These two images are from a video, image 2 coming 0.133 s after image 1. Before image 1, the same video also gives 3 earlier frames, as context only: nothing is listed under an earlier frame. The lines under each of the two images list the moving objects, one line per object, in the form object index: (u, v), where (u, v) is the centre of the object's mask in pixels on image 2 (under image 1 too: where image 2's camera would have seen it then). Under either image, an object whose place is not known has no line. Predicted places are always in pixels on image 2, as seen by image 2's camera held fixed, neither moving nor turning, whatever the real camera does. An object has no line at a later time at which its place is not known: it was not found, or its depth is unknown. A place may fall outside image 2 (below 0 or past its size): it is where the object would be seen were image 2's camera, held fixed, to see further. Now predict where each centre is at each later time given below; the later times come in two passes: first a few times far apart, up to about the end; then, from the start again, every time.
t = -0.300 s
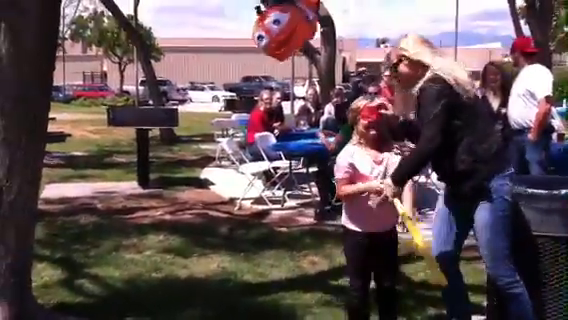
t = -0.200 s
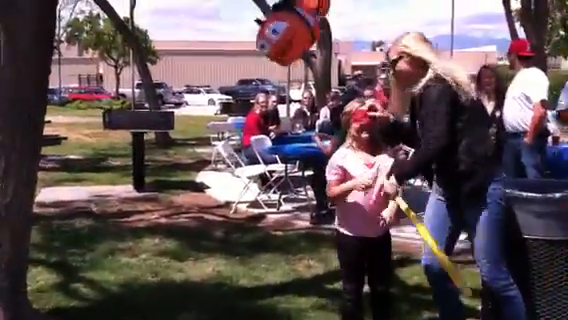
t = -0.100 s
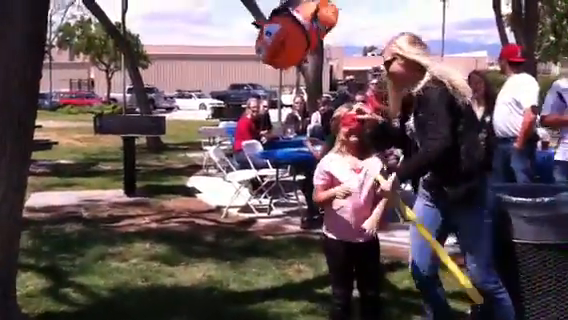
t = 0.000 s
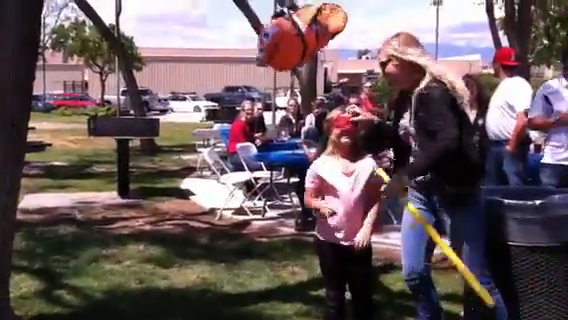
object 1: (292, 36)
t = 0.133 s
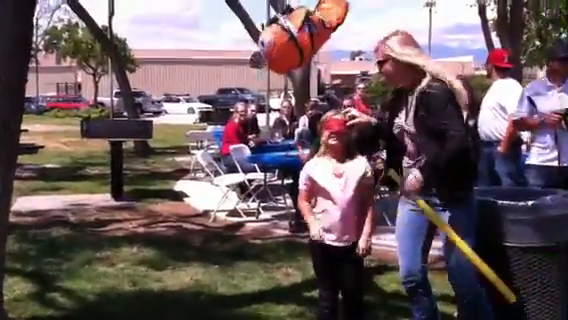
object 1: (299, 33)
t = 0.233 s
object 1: (305, 34)
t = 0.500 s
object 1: (311, 34)
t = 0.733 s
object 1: (309, 36)
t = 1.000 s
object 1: (294, 40)
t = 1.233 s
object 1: (274, 41)
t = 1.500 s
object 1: (254, 41)
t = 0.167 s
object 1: (301, 33)
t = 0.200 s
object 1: (303, 33)
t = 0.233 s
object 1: (305, 34)
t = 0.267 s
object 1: (308, 34)
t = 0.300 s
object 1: (311, 35)
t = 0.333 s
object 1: (311, 35)
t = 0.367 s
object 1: (311, 34)
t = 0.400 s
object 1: (312, 33)
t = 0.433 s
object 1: (312, 33)
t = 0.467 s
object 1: (311, 34)
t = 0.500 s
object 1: (311, 34)
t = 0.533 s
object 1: (311, 34)
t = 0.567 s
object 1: (310, 34)
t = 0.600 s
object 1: (311, 35)
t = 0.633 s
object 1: (312, 35)
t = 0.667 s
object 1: (312, 36)
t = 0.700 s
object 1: (310, 36)
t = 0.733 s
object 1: (309, 36)
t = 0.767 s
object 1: (306, 36)
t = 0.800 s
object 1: (304, 36)
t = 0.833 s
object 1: (302, 36)
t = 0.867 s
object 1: (301, 37)
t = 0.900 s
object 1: (298, 38)
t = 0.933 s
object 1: (297, 39)
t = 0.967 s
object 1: (296, 40)
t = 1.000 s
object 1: (294, 40)
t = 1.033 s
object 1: (292, 41)
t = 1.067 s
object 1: (289, 41)
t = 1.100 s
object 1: (286, 40)
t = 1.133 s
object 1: (283, 41)
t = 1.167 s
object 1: (281, 40)
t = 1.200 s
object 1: (279, 41)
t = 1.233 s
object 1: (274, 41)
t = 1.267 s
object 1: (272, 41)
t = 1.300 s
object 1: (268, 41)
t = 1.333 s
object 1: (266, 41)
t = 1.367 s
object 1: (263, 41)
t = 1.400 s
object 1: (261, 41)
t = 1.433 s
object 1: (259, 41)
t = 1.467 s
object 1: (256, 41)
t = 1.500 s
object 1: (254, 41)
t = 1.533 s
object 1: (251, 41)
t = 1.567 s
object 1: (250, 41)
